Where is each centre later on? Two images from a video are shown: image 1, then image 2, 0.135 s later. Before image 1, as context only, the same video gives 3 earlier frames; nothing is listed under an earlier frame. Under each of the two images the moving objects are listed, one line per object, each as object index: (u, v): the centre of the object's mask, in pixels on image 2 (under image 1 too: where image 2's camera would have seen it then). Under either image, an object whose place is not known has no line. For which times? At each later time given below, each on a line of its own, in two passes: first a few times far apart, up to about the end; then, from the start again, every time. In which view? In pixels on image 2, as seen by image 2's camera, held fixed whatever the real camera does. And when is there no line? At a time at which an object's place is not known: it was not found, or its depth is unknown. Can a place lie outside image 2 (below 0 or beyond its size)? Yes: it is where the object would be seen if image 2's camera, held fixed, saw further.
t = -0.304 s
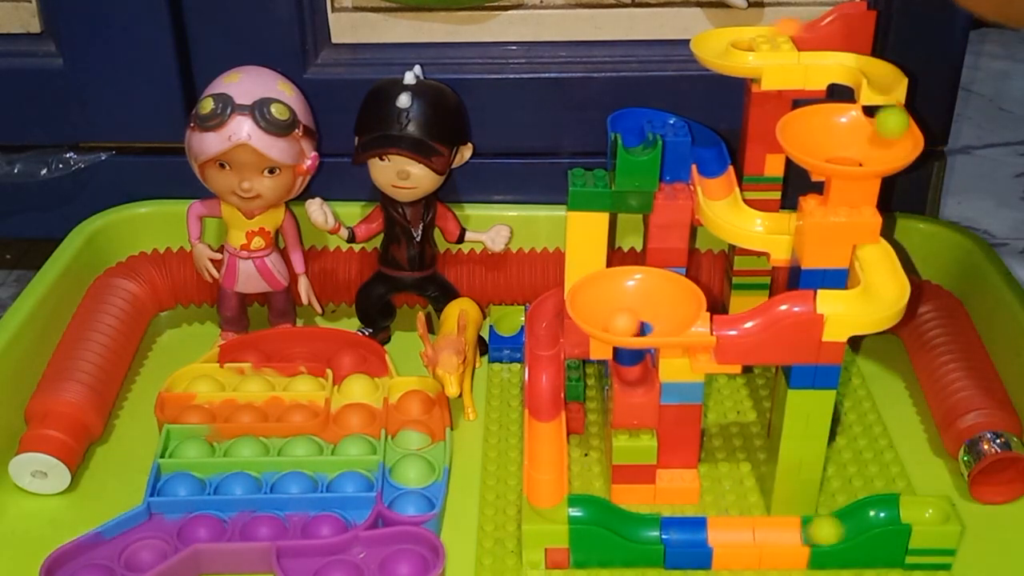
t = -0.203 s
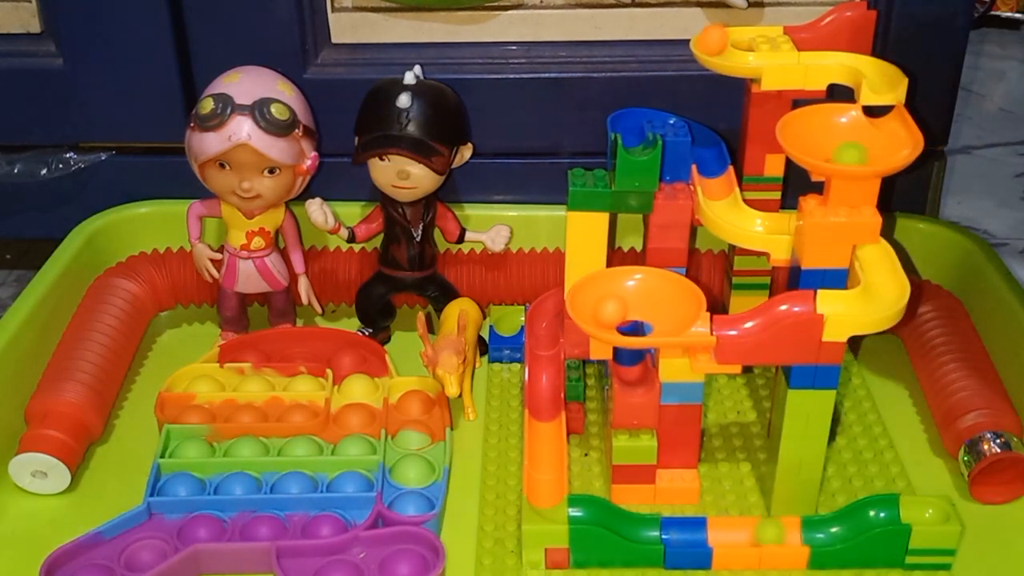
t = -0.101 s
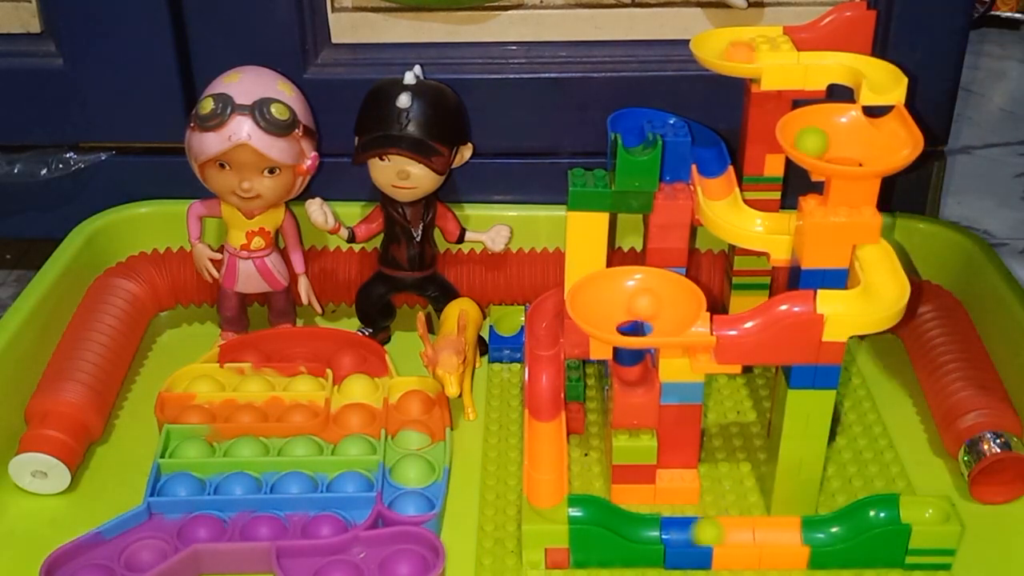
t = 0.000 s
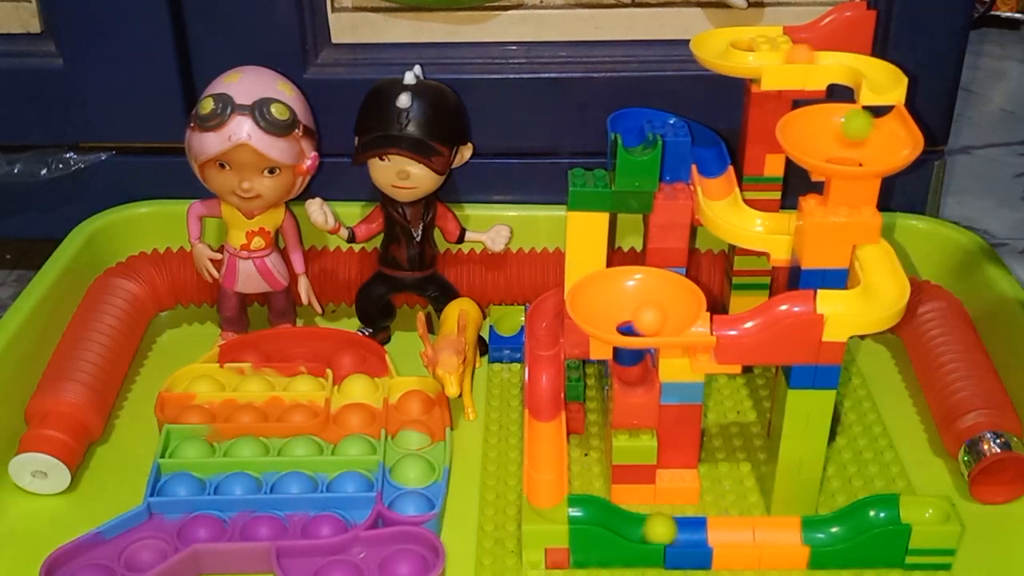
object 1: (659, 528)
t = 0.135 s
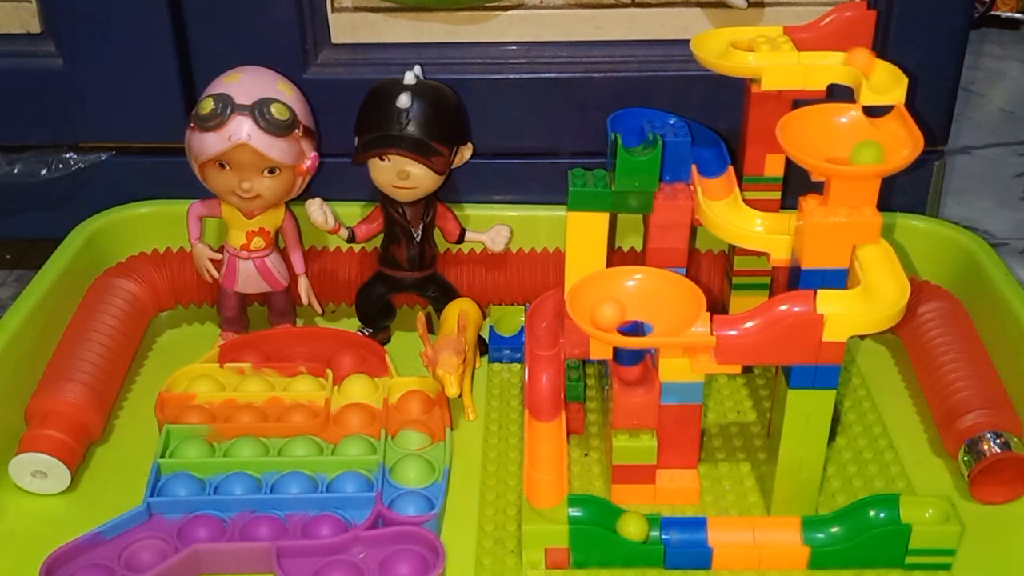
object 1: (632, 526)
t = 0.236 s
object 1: (656, 527)
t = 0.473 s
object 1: (723, 531)
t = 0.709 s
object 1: (747, 531)
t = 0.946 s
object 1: (713, 531)
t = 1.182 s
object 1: (674, 531)
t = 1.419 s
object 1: (692, 531)
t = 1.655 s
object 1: (673, 531)
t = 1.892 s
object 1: (719, 531)
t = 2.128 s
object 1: (804, 531)
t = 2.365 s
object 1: (771, 532)
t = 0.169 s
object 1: (638, 527)
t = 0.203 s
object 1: (647, 527)
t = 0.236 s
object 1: (656, 527)
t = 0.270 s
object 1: (664, 528)
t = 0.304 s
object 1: (674, 529)
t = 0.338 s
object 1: (686, 530)
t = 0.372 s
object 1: (696, 530)
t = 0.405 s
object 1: (706, 530)
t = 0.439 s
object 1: (715, 530)
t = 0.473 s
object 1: (723, 531)
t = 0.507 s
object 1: (730, 530)
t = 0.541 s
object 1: (736, 531)
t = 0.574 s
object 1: (742, 531)
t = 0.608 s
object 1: (746, 531)
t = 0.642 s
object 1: (748, 531)
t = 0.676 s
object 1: (748, 531)
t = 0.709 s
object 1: (747, 531)
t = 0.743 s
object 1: (743, 532)
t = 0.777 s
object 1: (739, 532)
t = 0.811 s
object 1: (734, 532)
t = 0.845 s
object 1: (729, 532)
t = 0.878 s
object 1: (724, 532)
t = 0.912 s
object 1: (719, 531)
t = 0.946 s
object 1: (713, 531)
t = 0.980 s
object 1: (707, 531)
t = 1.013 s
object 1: (700, 531)
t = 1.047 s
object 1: (693, 531)
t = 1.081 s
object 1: (685, 531)
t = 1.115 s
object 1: (677, 531)
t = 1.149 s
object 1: (671, 529)
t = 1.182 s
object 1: (674, 531)
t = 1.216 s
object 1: (680, 531)
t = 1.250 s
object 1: (684, 531)
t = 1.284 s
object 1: (688, 531)
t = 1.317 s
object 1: (690, 531)
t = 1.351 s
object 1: (691, 531)
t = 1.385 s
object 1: (692, 531)
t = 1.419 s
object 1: (692, 531)
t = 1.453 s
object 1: (691, 531)
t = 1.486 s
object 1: (690, 531)
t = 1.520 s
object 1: (688, 531)
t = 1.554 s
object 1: (686, 531)
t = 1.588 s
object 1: (682, 531)
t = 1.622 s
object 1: (678, 531)
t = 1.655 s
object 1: (673, 531)
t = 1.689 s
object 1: (673, 531)
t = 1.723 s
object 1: (676, 531)
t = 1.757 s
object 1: (678, 531)
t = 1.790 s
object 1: (679, 531)
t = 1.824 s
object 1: (682, 531)
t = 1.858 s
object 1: (702, 531)
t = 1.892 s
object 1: (719, 531)
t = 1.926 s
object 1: (737, 532)
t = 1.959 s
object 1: (751, 531)
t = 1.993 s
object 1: (765, 531)
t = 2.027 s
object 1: (777, 532)
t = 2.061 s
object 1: (786, 531)
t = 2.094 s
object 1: (797, 531)
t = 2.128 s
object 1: (804, 531)
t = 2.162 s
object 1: (805, 531)
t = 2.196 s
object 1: (803, 531)
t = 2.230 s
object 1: (797, 531)
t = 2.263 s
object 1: (789, 532)
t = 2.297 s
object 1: (781, 531)
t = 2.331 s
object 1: (772, 531)
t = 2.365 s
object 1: (771, 532)
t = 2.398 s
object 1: (770, 532)
